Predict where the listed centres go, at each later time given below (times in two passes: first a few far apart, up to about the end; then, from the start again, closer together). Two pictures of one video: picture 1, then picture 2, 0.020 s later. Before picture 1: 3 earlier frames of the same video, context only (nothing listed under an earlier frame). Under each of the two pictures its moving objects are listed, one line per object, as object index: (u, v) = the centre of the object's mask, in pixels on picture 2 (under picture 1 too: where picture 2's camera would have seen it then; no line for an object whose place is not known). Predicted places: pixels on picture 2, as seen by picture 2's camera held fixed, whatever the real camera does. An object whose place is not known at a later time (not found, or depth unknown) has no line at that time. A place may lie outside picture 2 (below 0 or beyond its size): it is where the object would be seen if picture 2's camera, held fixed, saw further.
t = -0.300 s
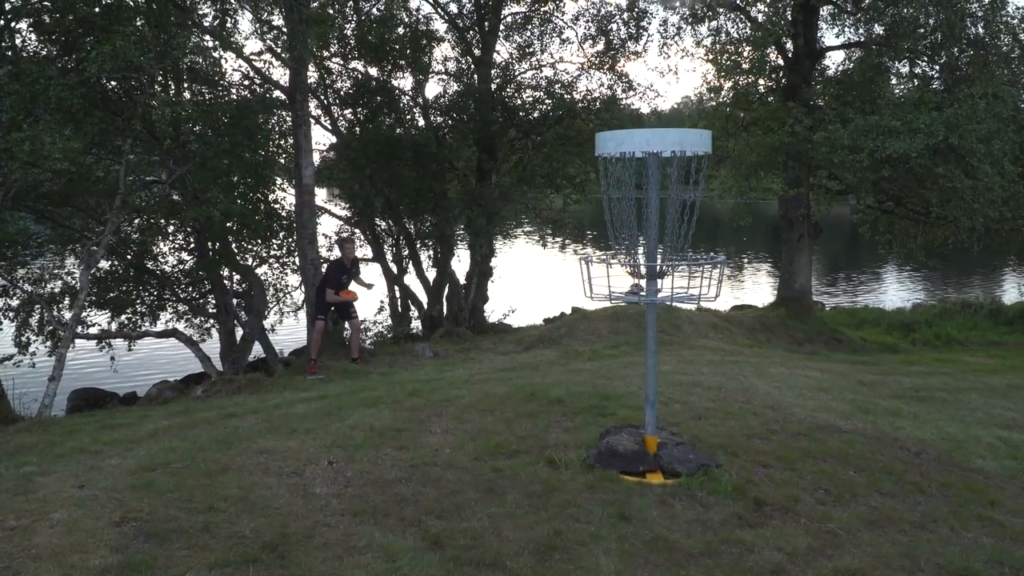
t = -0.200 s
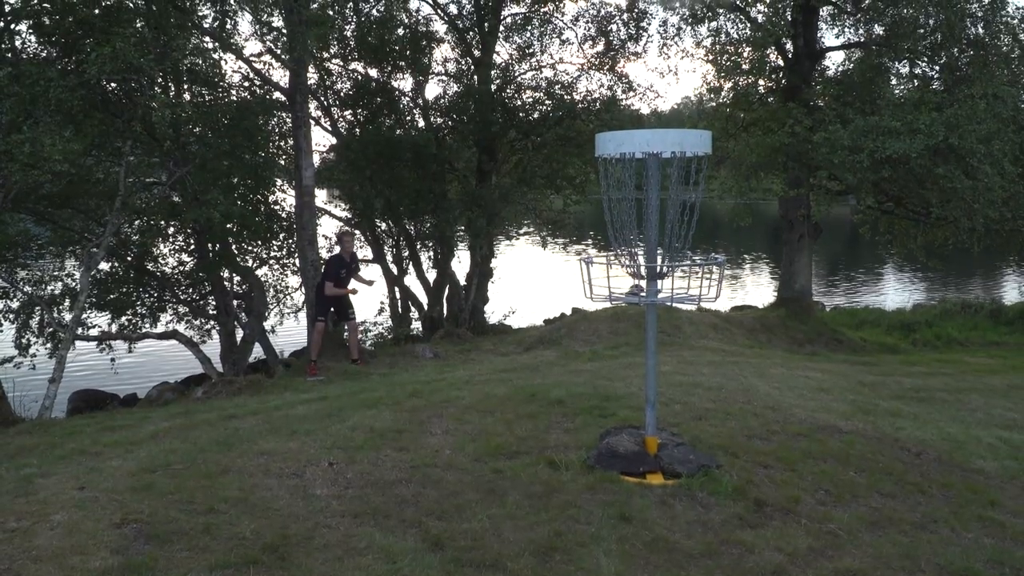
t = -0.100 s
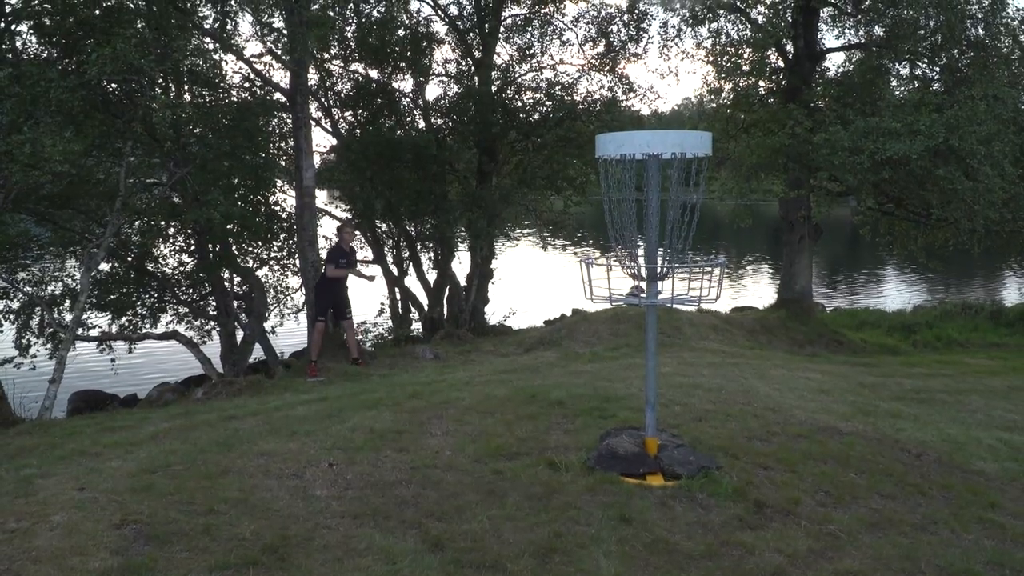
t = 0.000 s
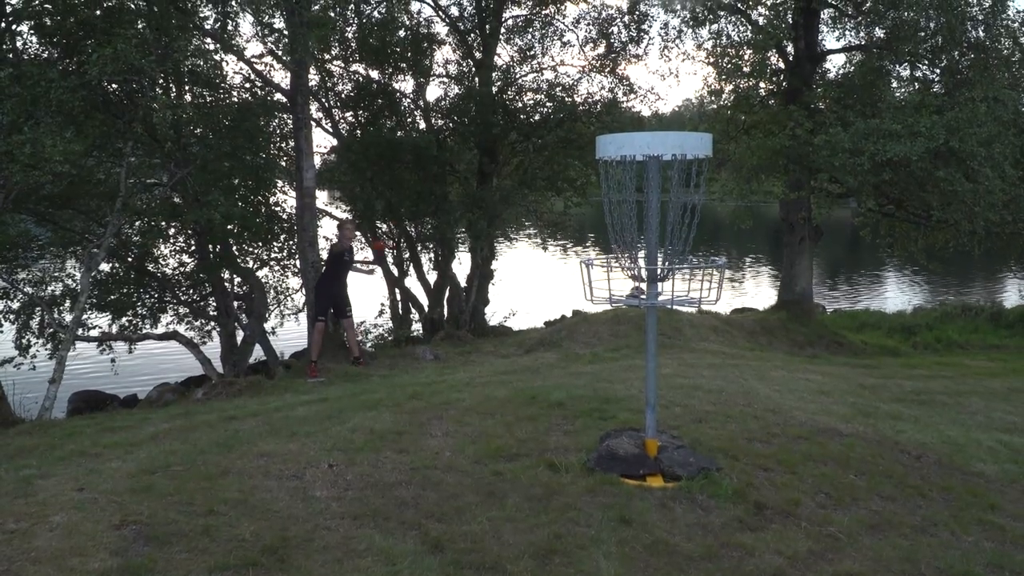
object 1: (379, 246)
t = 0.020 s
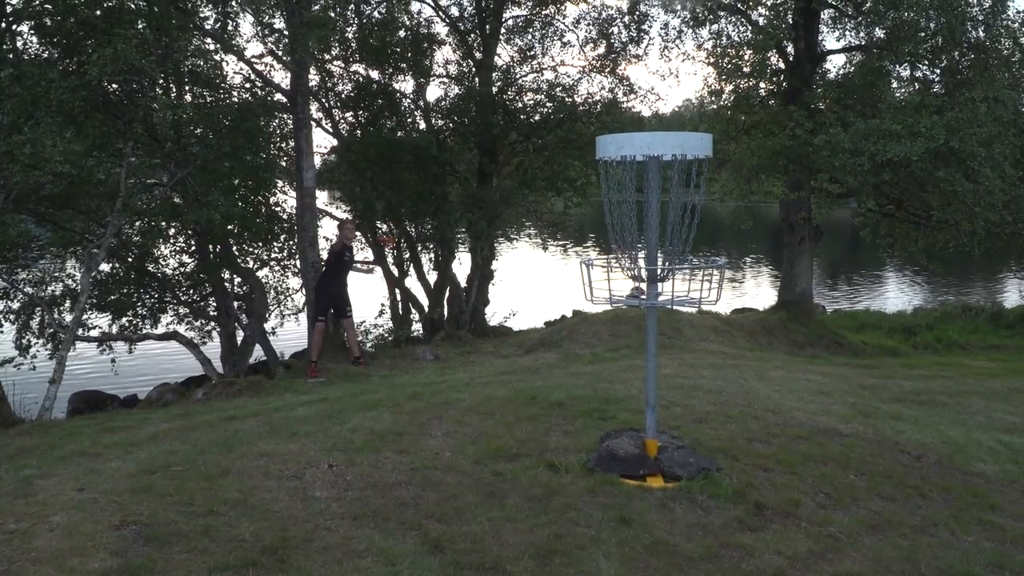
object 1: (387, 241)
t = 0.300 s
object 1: (466, 192)
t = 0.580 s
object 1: (623, 196)
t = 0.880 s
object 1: (684, 248)
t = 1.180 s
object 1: (679, 290)
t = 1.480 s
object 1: (684, 300)
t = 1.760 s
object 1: (685, 301)
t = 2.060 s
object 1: (685, 300)
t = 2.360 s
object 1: (685, 300)
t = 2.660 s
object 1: (685, 300)
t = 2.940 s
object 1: (686, 300)
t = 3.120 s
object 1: (686, 301)
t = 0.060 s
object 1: (394, 231)
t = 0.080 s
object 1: (399, 225)
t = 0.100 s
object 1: (404, 221)
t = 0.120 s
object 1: (409, 217)
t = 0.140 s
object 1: (413, 213)
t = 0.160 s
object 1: (420, 210)
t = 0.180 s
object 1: (426, 207)
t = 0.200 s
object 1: (433, 204)
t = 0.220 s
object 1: (439, 201)
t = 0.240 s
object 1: (445, 199)
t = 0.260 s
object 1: (452, 196)
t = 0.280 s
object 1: (459, 194)
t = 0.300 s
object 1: (466, 192)
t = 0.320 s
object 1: (475, 191)
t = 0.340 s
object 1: (483, 190)
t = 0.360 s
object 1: (491, 188)
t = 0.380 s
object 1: (501, 187)
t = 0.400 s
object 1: (510, 187)
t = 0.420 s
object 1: (520, 187)
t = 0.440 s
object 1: (532, 187)
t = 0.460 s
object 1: (543, 188)
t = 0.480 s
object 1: (554, 188)
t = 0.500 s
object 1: (565, 189)
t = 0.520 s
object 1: (578, 190)
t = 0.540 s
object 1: (589, 192)
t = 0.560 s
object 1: (604, 193)
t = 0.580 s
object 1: (623, 196)
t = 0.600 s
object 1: (631, 199)
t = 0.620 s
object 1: (635, 201)
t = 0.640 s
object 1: (647, 205)
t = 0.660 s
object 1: (648, 209)
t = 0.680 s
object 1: (662, 214)
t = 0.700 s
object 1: (668, 217)
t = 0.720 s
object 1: (670, 220)
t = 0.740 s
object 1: (671, 222)
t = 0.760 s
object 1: (674, 228)
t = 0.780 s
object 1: (676, 230)
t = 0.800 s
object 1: (680, 235)
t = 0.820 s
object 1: (681, 238)
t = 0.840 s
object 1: (682, 243)
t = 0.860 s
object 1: (683, 246)
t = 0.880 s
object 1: (684, 248)
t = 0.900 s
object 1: (684, 255)
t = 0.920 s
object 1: (683, 258)
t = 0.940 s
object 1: (682, 259)
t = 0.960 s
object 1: (682, 261)
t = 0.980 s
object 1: (681, 262)
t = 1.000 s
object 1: (680, 264)
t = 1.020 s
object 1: (680, 266)
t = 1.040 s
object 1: (680, 268)
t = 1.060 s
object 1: (679, 272)
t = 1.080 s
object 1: (678, 275)
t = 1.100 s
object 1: (678, 281)
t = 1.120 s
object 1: (676, 286)
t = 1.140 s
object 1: (677, 287)
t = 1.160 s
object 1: (678, 289)
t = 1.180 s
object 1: (679, 290)
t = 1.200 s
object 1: (680, 292)
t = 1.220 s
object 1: (679, 295)
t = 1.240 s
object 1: (679, 298)
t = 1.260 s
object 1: (682, 300)
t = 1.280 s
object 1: (686, 300)
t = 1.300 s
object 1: (687, 299)
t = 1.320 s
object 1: (687, 298)
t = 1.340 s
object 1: (687, 297)
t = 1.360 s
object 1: (687, 297)
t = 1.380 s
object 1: (687, 297)
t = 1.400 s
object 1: (687, 297)
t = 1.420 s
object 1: (688, 298)
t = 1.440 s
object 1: (687, 299)
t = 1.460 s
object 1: (687, 300)
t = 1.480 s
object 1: (684, 300)
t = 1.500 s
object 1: (685, 300)
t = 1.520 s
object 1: (686, 299)
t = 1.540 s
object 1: (685, 299)
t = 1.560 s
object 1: (685, 300)
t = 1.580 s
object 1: (684, 301)
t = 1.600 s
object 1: (685, 300)
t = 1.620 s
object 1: (686, 300)
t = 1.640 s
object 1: (686, 300)
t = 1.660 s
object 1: (686, 300)
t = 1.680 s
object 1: (686, 300)
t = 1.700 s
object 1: (686, 300)
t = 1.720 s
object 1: (686, 300)
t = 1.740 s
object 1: (686, 300)
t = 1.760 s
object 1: (685, 301)
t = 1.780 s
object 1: (685, 300)
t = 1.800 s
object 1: (685, 301)
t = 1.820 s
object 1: (685, 300)
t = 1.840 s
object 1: (685, 300)
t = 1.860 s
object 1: (685, 300)
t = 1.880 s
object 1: (685, 300)
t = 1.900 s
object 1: (685, 300)
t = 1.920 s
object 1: (685, 300)
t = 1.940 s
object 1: (685, 300)
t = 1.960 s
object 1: (685, 300)
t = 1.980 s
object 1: (685, 300)
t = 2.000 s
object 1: (685, 300)
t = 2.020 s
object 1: (685, 300)
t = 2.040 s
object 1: (684, 300)
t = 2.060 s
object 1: (685, 300)
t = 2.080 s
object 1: (685, 300)
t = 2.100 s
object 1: (685, 300)
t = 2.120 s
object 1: (685, 300)
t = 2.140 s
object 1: (684, 300)
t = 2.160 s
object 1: (684, 300)
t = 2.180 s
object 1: (684, 300)
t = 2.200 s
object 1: (684, 300)
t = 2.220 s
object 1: (685, 300)
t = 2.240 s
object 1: (685, 300)
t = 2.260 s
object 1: (685, 300)
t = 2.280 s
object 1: (685, 300)
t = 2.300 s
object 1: (685, 300)
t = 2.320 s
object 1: (685, 300)
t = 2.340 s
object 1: (686, 300)
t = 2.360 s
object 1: (685, 300)
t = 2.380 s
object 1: (685, 300)
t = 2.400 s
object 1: (685, 300)
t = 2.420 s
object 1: (685, 300)
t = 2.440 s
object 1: (685, 300)
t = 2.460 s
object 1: (685, 300)
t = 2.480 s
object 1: (685, 300)
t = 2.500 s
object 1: (685, 300)
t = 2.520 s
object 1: (685, 300)
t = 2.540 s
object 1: (685, 300)
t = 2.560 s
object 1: (685, 300)
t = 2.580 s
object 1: (686, 300)
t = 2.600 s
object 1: (686, 300)
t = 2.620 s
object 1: (686, 300)
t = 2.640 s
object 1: (686, 300)
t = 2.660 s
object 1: (685, 300)
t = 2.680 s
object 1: (685, 300)
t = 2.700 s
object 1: (685, 300)
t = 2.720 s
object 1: (685, 300)
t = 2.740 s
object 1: (686, 300)
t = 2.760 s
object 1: (685, 300)
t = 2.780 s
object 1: (686, 300)
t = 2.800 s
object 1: (686, 300)
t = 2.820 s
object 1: (686, 300)
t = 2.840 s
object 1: (685, 300)
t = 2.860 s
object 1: (685, 300)
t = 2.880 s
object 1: (685, 300)
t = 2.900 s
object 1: (686, 300)
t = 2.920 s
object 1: (686, 300)
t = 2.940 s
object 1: (686, 300)
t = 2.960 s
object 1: (686, 300)
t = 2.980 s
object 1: (686, 301)
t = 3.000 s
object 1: (686, 300)
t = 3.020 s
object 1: (686, 301)
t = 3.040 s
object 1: (686, 301)
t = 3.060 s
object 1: (685, 301)
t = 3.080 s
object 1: (686, 301)
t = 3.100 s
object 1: (686, 301)
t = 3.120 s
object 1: (686, 301)
